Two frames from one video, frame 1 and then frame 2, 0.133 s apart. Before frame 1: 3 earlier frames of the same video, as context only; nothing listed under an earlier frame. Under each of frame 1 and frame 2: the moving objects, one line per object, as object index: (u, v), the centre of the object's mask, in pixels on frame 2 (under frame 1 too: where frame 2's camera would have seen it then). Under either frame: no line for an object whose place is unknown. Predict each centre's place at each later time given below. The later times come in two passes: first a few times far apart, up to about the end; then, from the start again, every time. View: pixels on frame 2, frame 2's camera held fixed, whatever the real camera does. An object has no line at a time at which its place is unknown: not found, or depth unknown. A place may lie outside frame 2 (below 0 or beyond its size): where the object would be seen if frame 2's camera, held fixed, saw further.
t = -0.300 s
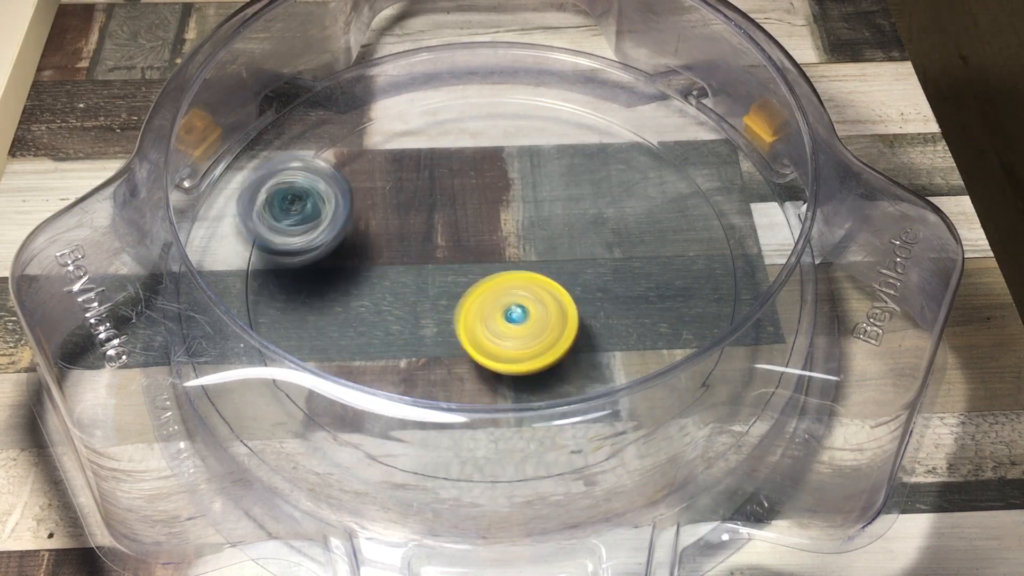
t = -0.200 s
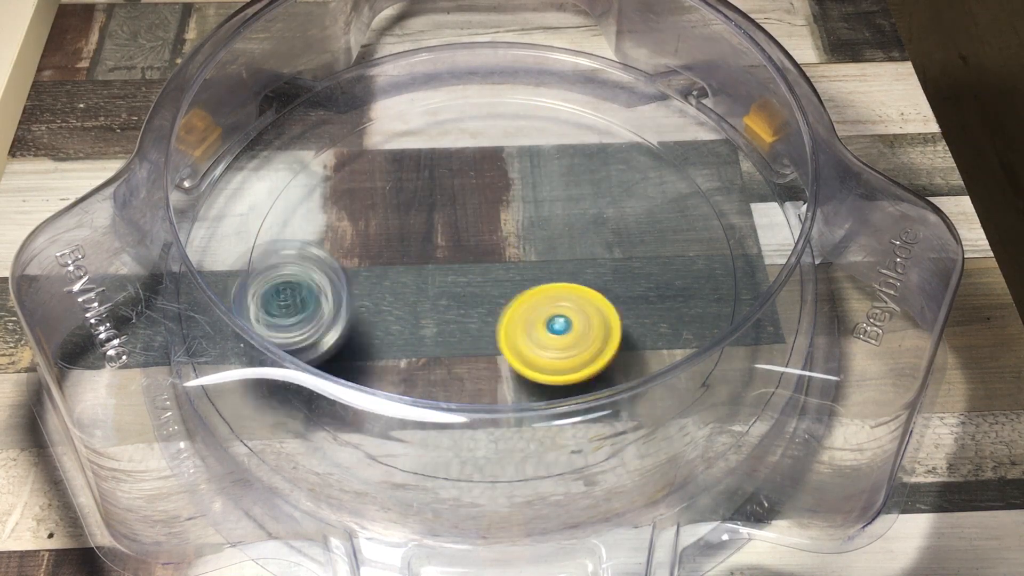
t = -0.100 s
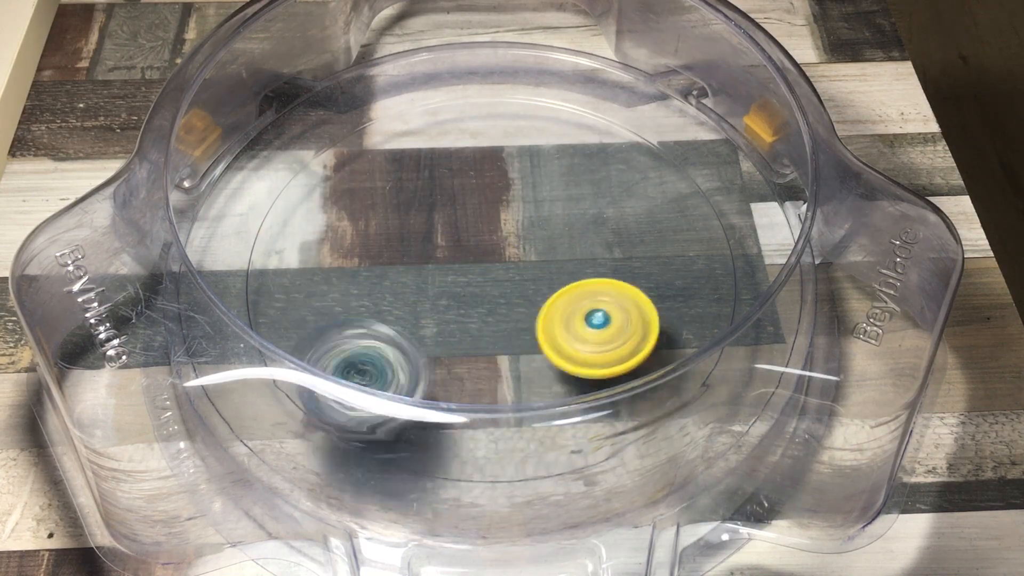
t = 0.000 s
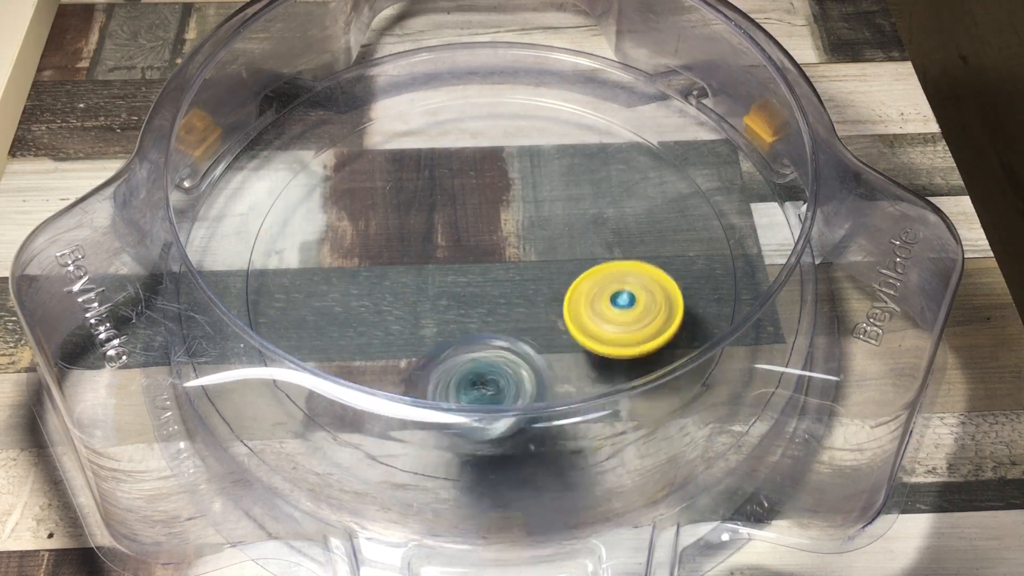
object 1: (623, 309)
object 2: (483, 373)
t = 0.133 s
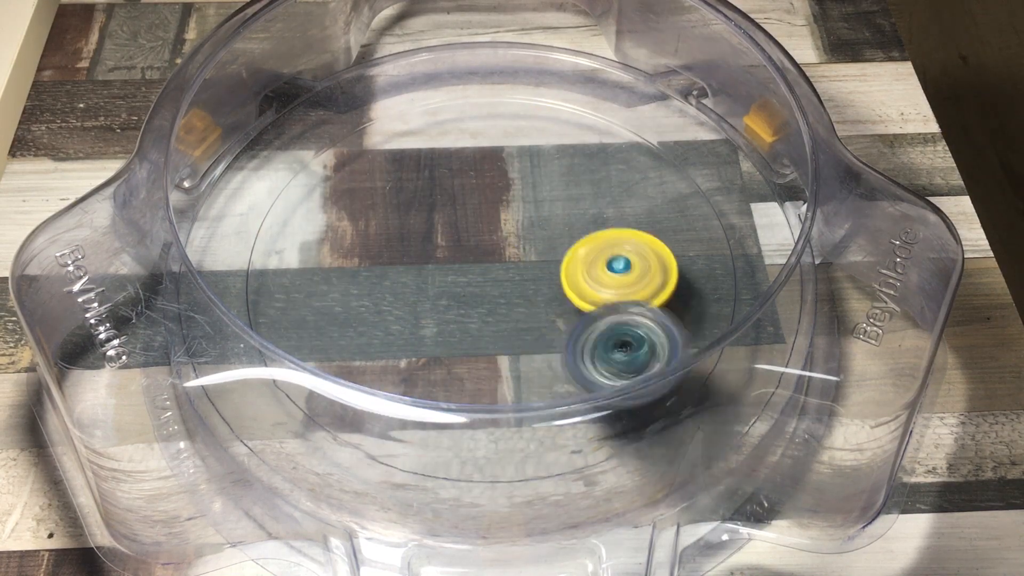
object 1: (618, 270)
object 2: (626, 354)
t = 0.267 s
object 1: (567, 243)
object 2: (693, 267)
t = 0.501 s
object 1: (452, 236)
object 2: (572, 155)
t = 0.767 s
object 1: (382, 291)
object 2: (323, 183)
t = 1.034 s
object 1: (475, 336)
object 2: (325, 280)
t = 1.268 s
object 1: (597, 253)
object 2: (454, 317)
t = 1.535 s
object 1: (590, 152)
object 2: (530, 226)
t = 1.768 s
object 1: (528, 96)
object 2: (447, 213)
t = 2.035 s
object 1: (442, 173)
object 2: (414, 272)
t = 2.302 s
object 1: (460, 180)
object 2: (508, 367)
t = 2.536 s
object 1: (483, 228)
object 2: (585, 296)
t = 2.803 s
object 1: (442, 242)
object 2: (575, 192)
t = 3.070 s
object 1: (331, 367)
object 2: (498, 158)
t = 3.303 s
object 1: (399, 395)
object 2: (448, 246)
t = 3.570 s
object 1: (504, 372)
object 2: (516, 243)
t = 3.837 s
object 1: (524, 289)
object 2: (531, 195)
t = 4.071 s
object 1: (497, 269)
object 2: (509, 144)
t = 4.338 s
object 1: (463, 298)
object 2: (489, 167)
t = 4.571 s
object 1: (454, 390)
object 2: (511, 189)
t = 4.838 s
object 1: (484, 374)
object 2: (507, 288)
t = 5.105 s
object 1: (476, 362)
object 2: (545, 224)
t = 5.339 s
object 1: (463, 304)
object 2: (515, 196)
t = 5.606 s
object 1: (420, 281)
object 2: (506, 183)
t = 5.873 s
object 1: (421, 253)
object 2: (525, 214)
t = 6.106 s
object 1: (440, 232)
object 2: (543, 273)
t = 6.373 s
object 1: (473, 213)
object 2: (527, 302)
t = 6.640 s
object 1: (507, 209)
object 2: (469, 308)
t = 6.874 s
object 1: (555, 261)
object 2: (433, 293)
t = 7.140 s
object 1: (574, 306)
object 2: (447, 255)
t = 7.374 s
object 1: (575, 321)
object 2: (499, 228)
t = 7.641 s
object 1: (566, 342)
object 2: (495, 204)
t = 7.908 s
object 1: (548, 338)
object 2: (486, 261)
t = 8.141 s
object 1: (470, 332)
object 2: (482, 226)
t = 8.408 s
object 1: (368, 262)
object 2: (504, 228)
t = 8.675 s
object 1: (368, 241)
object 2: (485, 256)
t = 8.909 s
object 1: (392, 245)
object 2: (492, 269)
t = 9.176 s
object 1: (452, 199)
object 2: (510, 284)
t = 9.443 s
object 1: (521, 171)
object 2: (511, 280)
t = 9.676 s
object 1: (519, 175)
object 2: (511, 279)
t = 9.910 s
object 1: (530, 186)
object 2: (510, 279)
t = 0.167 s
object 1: (609, 262)
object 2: (650, 331)
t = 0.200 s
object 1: (595, 255)
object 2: (671, 309)
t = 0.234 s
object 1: (583, 249)
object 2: (687, 289)
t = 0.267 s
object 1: (567, 243)
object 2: (693, 267)
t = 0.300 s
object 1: (550, 238)
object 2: (694, 240)
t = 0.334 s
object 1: (534, 235)
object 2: (686, 221)
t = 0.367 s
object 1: (518, 233)
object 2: (672, 200)
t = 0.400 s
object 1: (501, 232)
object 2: (653, 186)
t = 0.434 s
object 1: (485, 232)
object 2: (631, 172)
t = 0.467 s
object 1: (468, 233)
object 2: (604, 163)
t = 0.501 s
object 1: (452, 236)
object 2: (572, 155)
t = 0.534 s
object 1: (438, 238)
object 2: (541, 148)
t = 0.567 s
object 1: (423, 242)
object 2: (505, 143)
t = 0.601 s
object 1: (409, 248)
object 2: (475, 143)
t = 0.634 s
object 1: (398, 253)
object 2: (440, 146)
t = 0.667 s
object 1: (389, 258)
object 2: (410, 149)
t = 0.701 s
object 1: (381, 265)
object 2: (376, 166)
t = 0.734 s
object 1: (377, 272)
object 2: (352, 175)
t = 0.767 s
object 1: (382, 291)
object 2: (323, 183)
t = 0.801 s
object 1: (389, 314)
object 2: (305, 181)
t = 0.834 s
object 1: (397, 332)
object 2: (287, 192)
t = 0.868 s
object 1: (406, 344)
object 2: (278, 202)
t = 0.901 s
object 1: (421, 350)
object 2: (276, 209)
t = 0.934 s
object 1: (436, 351)
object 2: (280, 231)
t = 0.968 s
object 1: (450, 348)
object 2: (289, 246)
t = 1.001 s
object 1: (463, 343)
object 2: (306, 263)
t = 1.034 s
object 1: (475, 336)
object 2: (325, 280)
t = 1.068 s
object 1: (485, 329)
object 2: (349, 294)
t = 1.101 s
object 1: (494, 319)
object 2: (375, 304)
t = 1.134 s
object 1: (515, 308)
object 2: (395, 311)
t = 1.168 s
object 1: (545, 296)
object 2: (407, 315)
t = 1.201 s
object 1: (569, 282)
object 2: (422, 320)
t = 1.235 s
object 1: (586, 267)
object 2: (437, 321)
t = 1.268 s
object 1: (597, 253)
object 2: (454, 317)
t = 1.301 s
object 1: (605, 238)
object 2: (470, 314)
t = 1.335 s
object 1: (610, 224)
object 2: (484, 308)
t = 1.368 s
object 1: (612, 211)
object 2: (498, 299)
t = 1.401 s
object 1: (611, 197)
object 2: (508, 289)
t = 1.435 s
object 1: (608, 185)
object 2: (517, 276)
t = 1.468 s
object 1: (604, 173)
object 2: (525, 259)
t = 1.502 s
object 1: (598, 162)
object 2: (529, 244)
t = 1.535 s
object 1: (590, 152)
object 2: (530, 226)
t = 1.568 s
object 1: (585, 139)
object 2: (525, 212)
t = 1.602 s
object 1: (583, 120)
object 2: (513, 210)
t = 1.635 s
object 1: (576, 108)
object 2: (498, 207)
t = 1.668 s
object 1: (565, 102)
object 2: (484, 207)
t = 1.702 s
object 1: (553, 98)
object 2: (470, 207)
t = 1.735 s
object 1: (541, 96)
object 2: (458, 209)
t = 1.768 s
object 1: (528, 96)
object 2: (447, 213)
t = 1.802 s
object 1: (516, 99)
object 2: (435, 217)
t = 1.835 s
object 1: (502, 104)
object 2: (424, 224)
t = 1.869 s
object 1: (489, 110)
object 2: (414, 232)
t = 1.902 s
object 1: (477, 120)
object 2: (407, 241)
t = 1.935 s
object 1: (466, 131)
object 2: (405, 249)
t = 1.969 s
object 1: (456, 144)
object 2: (404, 257)
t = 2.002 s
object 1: (448, 158)
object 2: (408, 266)
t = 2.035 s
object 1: (442, 173)
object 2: (414, 272)
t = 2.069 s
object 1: (438, 188)
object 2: (421, 278)
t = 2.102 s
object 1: (436, 200)
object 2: (433, 284)
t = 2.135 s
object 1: (441, 196)
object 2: (443, 304)
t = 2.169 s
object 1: (450, 185)
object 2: (451, 328)
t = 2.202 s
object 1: (456, 179)
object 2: (462, 346)
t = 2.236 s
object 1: (459, 177)
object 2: (479, 358)
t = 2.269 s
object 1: (459, 178)
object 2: (496, 366)
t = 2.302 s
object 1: (460, 180)
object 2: (508, 367)
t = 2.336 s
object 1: (460, 186)
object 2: (523, 367)
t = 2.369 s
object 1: (461, 192)
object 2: (538, 364)
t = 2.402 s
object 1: (464, 198)
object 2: (552, 357)
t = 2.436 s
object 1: (466, 205)
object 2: (561, 348)
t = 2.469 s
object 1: (471, 213)
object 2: (572, 337)
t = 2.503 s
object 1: (476, 220)
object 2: (579, 315)
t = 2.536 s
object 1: (483, 228)
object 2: (585, 296)
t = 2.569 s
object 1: (489, 234)
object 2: (588, 277)
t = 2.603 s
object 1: (485, 233)
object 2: (594, 259)
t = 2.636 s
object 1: (472, 226)
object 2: (607, 246)
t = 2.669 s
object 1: (461, 223)
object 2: (613, 234)
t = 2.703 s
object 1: (454, 225)
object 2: (613, 223)
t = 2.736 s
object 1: (448, 230)
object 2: (606, 213)
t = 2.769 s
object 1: (444, 236)
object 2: (593, 202)
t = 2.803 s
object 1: (442, 242)
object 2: (575, 192)
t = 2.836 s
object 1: (441, 248)
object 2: (554, 188)
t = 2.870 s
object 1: (442, 254)
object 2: (529, 185)
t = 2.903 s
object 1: (425, 268)
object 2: (513, 180)
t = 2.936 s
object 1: (386, 295)
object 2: (515, 169)
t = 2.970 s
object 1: (356, 319)
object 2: (514, 160)
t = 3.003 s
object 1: (342, 333)
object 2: (509, 156)
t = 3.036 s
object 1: (339, 343)
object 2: (503, 155)
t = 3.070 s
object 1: (331, 367)
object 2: (498, 158)
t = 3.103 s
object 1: (335, 378)
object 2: (488, 165)
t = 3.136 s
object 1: (341, 381)
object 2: (477, 176)
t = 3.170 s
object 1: (349, 383)
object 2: (468, 188)
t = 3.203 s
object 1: (359, 387)
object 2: (459, 202)
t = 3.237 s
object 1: (369, 389)
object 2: (453, 217)
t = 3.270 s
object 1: (382, 393)
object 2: (449, 231)
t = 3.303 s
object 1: (399, 395)
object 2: (448, 246)
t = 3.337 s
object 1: (418, 394)
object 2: (449, 261)
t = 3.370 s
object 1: (437, 390)
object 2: (452, 276)
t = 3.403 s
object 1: (454, 375)
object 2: (458, 288)
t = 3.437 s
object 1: (465, 375)
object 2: (466, 290)
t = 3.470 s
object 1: (476, 394)
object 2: (480, 280)
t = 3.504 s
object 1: (487, 396)
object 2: (493, 268)
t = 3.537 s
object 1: (497, 387)
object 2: (506, 255)
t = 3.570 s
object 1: (504, 372)
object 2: (516, 243)
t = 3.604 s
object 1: (511, 366)
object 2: (524, 230)
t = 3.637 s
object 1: (517, 359)
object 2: (530, 219)
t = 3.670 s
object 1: (522, 350)
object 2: (534, 210)
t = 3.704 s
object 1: (525, 337)
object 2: (537, 202)
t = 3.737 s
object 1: (526, 324)
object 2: (538, 198)
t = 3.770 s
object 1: (527, 310)
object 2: (536, 196)
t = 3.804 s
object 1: (527, 297)
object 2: (534, 196)
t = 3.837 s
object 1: (524, 289)
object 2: (531, 195)
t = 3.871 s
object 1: (517, 288)
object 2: (530, 187)
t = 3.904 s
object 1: (513, 284)
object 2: (526, 179)
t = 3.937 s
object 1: (512, 277)
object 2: (522, 173)
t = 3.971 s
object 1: (511, 268)
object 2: (519, 167)
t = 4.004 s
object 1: (510, 259)
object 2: (514, 164)
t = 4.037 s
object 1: (505, 261)
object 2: (511, 155)
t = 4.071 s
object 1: (497, 269)
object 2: (509, 144)
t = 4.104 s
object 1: (492, 274)
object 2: (506, 137)
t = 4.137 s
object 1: (491, 274)
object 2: (503, 136)
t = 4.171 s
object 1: (491, 273)
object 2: (498, 137)
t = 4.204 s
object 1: (489, 271)
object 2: (494, 143)
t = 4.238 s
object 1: (488, 269)
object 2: (489, 151)
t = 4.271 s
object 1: (486, 267)
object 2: (485, 162)
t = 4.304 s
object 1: (480, 269)
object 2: (482, 174)
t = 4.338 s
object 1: (463, 298)
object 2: (489, 167)
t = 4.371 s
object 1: (449, 325)
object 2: (498, 158)
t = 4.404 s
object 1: (440, 345)
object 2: (503, 154)
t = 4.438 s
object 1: (440, 358)
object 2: (507, 155)
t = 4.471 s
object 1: (444, 365)
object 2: (509, 159)
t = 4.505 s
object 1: (448, 370)
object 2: (511, 168)
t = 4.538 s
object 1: (452, 373)
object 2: (512, 178)
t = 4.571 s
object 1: (454, 390)
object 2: (511, 189)
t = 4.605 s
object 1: (459, 396)
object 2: (509, 201)
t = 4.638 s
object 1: (463, 399)
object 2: (508, 216)
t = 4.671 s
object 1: (467, 400)
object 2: (510, 231)
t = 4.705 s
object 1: (470, 399)
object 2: (511, 244)
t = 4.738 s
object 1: (474, 396)
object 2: (511, 259)
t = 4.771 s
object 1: (478, 390)
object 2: (508, 269)
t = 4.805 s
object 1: (482, 386)
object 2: (506, 281)
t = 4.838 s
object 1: (484, 374)
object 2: (507, 288)
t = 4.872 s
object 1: (485, 374)
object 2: (511, 288)
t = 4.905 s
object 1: (487, 372)
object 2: (515, 284)
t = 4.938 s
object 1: (492, 369)
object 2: (517, 281)
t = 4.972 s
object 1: (494, 365)
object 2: (520, 277)
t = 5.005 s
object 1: (486, 366)
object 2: (530, 264)
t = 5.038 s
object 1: (480, 367)
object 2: (536, 248)
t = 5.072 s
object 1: (477, 366)
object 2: (541, 234)
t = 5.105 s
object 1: (476, 362)
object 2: (545, 224)
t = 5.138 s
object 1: (475, 357)
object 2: (544, 214)
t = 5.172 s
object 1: (473, 350)
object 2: (542, 208)
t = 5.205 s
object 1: (471, 341)
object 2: (538, 202)
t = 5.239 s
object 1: (469, 332)
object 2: (533, 198)
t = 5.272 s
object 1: (467, 324)
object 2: (525, 195)
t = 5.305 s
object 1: (465, 314)
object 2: (521, 195)
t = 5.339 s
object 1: (463, 304)
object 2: (515, 196)
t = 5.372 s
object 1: (461, 294)
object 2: (505, 197)
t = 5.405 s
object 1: (457, 286)
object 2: (500, 200)
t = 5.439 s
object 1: (448, 286)
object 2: (499, 197)
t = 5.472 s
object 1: (445, 283)
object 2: (494, 192)
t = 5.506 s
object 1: (443, 278)
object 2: (493, 194)
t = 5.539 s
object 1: (433, 278)
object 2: (499, 191)
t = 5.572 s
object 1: (423, 281)
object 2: (502, 184)
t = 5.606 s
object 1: (420, 281)
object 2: (506, 183)
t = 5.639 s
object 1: (420, 278)
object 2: (508, 183)
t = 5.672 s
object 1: (421, 274)
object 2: (509, 184)
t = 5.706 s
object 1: (423, 269)
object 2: (511, 188)
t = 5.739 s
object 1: (424, 264)
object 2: (510, 189)
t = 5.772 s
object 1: (426, 260)
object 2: (511, 197)
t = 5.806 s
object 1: (423, 256)
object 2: (515, 201)
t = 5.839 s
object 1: (421, 255)
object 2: (518, 205)
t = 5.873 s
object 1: (421, 253)
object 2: (525, 214)
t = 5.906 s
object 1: (422, 250)
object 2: (528, 218)
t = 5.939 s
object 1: (423, 247)
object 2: (529, 227)
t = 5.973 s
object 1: (425, 244)
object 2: (534, 235)
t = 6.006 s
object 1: (429, 242)
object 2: (535, 242)
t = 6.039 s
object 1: (433, 240)
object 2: (537, 253)
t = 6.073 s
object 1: (440, 238)
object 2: (538, 260)
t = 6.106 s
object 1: (440, 232)
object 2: (543, 273)
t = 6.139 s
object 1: (439, 228)
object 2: (552, 284)
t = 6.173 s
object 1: (443, 225)
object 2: (550, 293)
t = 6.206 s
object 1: (447, 222)
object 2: (553, 298)
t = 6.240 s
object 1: (452, 220)
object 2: (549, 304)
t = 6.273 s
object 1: (457, 217)
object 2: (548, 306)
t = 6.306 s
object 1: (462, 215)
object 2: (540, 307)
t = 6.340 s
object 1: (467, 214)
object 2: (534, 307)
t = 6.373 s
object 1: (473, 213)
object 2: (527, 302)
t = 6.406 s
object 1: (479, 213)
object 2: (519, 299)
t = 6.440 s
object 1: (485, 212)
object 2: (512, 301)
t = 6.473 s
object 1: (490, 209)
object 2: (504, 285)
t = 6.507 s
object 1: (495, 206)
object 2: (495, 293)
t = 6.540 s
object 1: (501, 200)
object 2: (486, 297)
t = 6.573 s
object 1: (503, 198)
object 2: (479, 305)
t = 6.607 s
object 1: (505, 202)
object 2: (473, 304)
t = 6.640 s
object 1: (507, 209)
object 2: (469, 308)
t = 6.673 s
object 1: (512, 218)
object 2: (466, 304)
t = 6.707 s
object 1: (517, 226)
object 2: (465, 306)
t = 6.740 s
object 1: (523, 231)
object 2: (466, 298)
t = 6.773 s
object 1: (528, 236)
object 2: (464, 296)
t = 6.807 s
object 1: (537, 247)
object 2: (455, 296)
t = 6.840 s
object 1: (548, 255)
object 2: (441, 295)
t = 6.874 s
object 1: (555, 261)
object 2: (433, 293)
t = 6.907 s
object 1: (559, 270)
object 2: (424, 288)
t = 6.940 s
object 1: (561, 278)
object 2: (421, 288)
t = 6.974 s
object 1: (564, 286)
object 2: (416, 281)
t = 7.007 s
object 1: (567, 293)
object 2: (421, 278)
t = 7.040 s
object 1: (571, 298)
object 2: (422, 272)
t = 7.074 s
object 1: (573, 302)
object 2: (431, 266)
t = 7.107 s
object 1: (574, 305)
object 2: (437, 262)
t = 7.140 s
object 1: (574, 306)
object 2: (447, 255)
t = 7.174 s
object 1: (574, 305)
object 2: (458, 255)
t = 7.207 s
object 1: (574, 304)
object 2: (466, 247)
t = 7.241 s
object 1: (574, 302)
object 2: (481, 247)
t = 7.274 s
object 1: (575, 301)
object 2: (487, 245)
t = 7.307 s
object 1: (575, 302)
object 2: (497, 241)
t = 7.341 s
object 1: (574, 308)
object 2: (501, 239)
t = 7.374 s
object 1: (575, 321)
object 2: (499, 228)
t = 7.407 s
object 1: (573, 332)
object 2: (499, 221)
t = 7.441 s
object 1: (571, 340)
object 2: (494, 213)
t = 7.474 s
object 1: (568, 345)
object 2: (498, 208)
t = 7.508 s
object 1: (566, 347)
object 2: (495, 200)
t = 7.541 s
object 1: (565, 345)
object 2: (494, 202)
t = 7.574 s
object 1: (564, 344)
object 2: (495, 198)
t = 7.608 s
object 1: (565, 343)
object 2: (495, 198)
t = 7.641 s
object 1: (566, 342)
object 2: (495, 204)
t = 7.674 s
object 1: (567, 341)
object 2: (499, 207)
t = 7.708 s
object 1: (567, 340)
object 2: (496, 210)
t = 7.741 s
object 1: (567, 340)
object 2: (500, 224)
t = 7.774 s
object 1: (565, 339)
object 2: (497, 236)
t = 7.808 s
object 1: (562, 338)
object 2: (491, 239)
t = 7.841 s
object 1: (559, 338)
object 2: (493, 251)
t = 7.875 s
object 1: (553, 337)
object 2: (487, 263)
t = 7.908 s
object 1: (548, 338)
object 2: (486, 261)
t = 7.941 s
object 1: (542, 343)
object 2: (479, 260)
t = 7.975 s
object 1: (532, 349)
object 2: (473, 253)
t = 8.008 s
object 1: (523, 349)
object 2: (469, 248)
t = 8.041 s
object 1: (511, 347)
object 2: (473, 246)
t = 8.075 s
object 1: (499, 343)
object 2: (476, 238)
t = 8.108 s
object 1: (485, 338)
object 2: (480, 228)
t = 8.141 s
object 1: (470, 332)
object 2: (482, 226)
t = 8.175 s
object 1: (454, 324)
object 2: (488, 227)
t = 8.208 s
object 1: (439, 317)
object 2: (488, 220)
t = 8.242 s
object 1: (424, 307)
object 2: (491, 215)
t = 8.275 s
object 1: (410, 298)
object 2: (494, 212)
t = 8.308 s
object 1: (397, 288)
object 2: (502, 214)
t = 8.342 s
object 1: (385, 279)
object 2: (507, 218)
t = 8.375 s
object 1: (375, 270)
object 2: (507, 225)
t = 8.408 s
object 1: (368, 262)
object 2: (504, 228)
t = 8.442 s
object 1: (362, 255)
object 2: (506, 230)
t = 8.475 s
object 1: (359, 248)
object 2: (504, 235)
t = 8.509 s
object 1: (357, 244)
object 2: (498, 240)
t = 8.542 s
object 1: (357, 240)
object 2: (495, 251)
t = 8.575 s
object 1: (358, 238)
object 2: (492, 258)
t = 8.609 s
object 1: (360, 238)
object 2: (485, 258)
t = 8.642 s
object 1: (364, 239)
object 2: (486, 255)
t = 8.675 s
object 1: (368, 241)
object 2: (485, 256)
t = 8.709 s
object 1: (372, 243)
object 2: (490, 261)
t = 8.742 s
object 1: (376, 246)
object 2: (494, 267)
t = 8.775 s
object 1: (379, 248)
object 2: (495, 267)
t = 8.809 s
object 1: (382, 250)
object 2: (496, 272)
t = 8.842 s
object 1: (385, 249)
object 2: (495, 272)
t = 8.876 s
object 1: (388, 248)
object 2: (494, 269)
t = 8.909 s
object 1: (392, 245)
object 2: (492, 269)
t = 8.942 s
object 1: (398, 242)
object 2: (493, 268)
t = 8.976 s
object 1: (403, 237)
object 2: (495, 269)
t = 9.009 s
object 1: (407, 229)
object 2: (499, 278)
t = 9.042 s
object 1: (414, 223)
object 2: (502, 285)
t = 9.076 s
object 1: (422, 217)
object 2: (502, 287)
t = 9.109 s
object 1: (431, 211)
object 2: (504, 284)
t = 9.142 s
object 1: (441, 204)
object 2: (508, 283)
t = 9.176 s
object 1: (452, 199)
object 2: (510, 284)
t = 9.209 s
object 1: (463, 193)
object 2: (512, 283)
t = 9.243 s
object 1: (473, 188)
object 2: (512, 281)
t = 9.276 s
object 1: (483, 183)
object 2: (511, 280)
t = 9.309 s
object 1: (493, 179)
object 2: (511, 280)
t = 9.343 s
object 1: (501, 176)
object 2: (511, 280)
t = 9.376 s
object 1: (509, 174)
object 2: (510, 280)
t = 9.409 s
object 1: (516, 173)
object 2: (510, 279)
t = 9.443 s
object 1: (521, 171)
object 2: (511, 280)
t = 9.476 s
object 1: (524, 171)
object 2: (510, 279)
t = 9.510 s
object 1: (526, 171)
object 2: (510, 279)
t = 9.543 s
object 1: (526, 172)
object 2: (510, 279)
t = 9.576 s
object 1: (525, 173)
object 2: (511, 280)
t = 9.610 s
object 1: (524, 173)
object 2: (510, 279)
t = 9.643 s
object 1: (522, 174)
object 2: (511, 280)
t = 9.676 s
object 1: (519, 175)
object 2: (511, 279)
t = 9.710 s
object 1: (517, 176)
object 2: (511, 280)
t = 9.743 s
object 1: (516, 177)
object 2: (511, 279)
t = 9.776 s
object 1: (516, 178)
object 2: (511, 280)
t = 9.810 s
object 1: (518, 179)
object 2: (511, 280)
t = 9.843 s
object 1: (520, 181)
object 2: (510, 280)
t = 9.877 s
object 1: (524, 184)
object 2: (511, 280)
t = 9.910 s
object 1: (530, 186)
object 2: (510, 279)
